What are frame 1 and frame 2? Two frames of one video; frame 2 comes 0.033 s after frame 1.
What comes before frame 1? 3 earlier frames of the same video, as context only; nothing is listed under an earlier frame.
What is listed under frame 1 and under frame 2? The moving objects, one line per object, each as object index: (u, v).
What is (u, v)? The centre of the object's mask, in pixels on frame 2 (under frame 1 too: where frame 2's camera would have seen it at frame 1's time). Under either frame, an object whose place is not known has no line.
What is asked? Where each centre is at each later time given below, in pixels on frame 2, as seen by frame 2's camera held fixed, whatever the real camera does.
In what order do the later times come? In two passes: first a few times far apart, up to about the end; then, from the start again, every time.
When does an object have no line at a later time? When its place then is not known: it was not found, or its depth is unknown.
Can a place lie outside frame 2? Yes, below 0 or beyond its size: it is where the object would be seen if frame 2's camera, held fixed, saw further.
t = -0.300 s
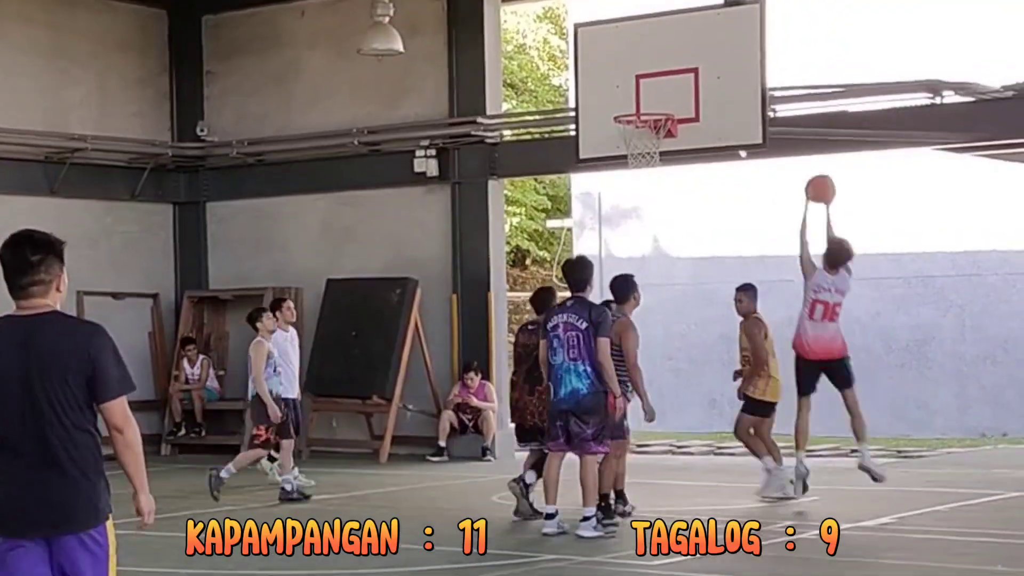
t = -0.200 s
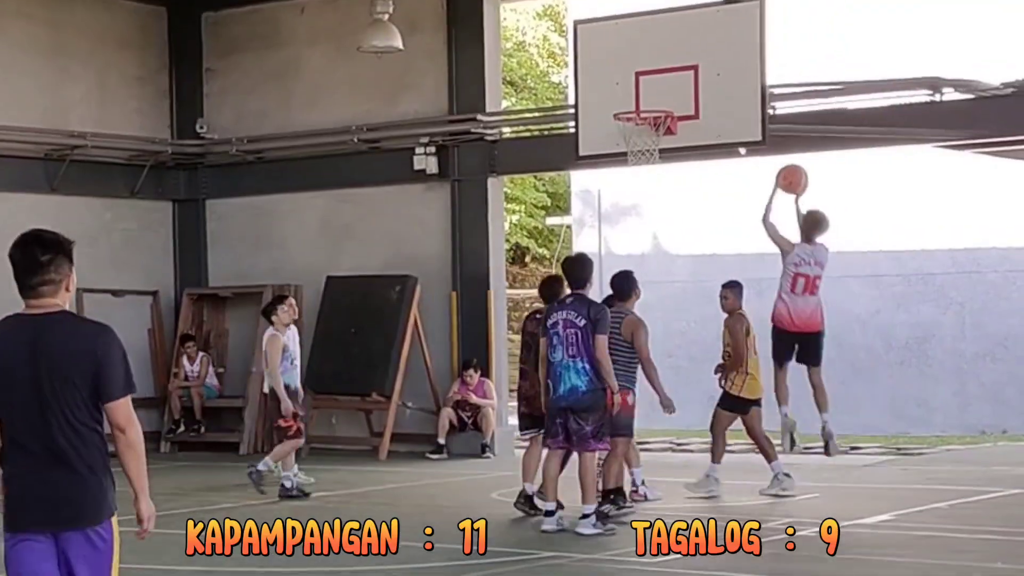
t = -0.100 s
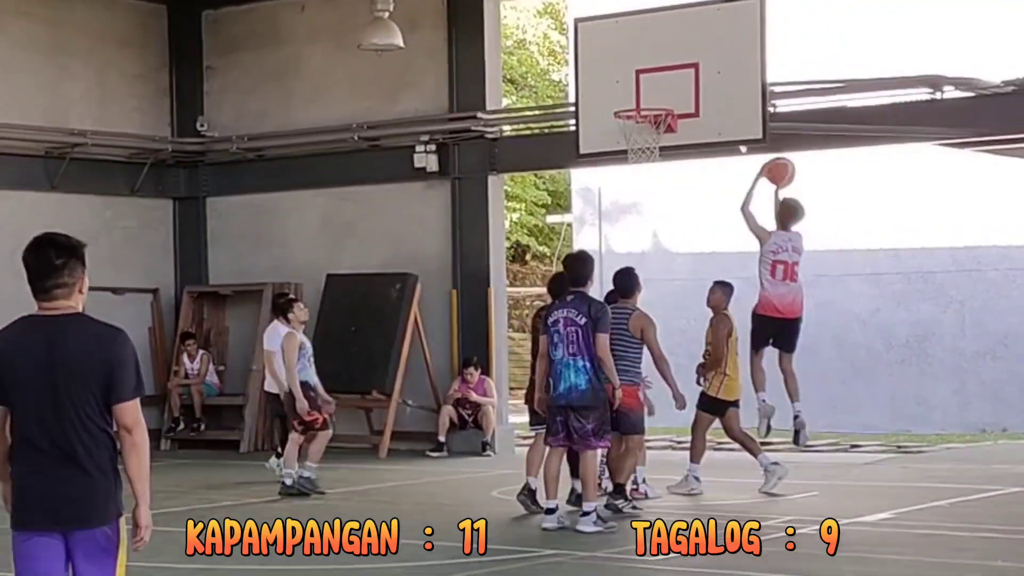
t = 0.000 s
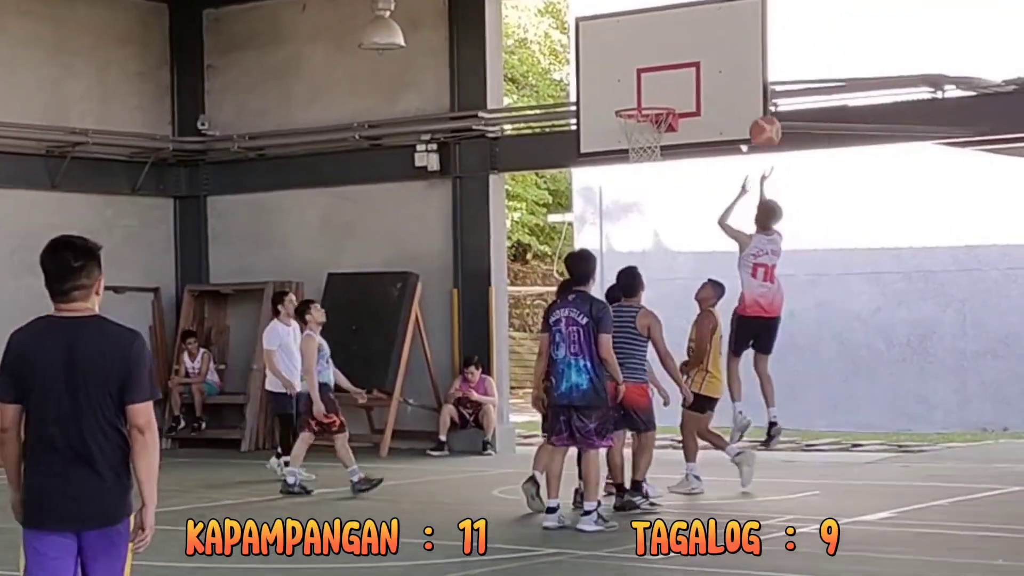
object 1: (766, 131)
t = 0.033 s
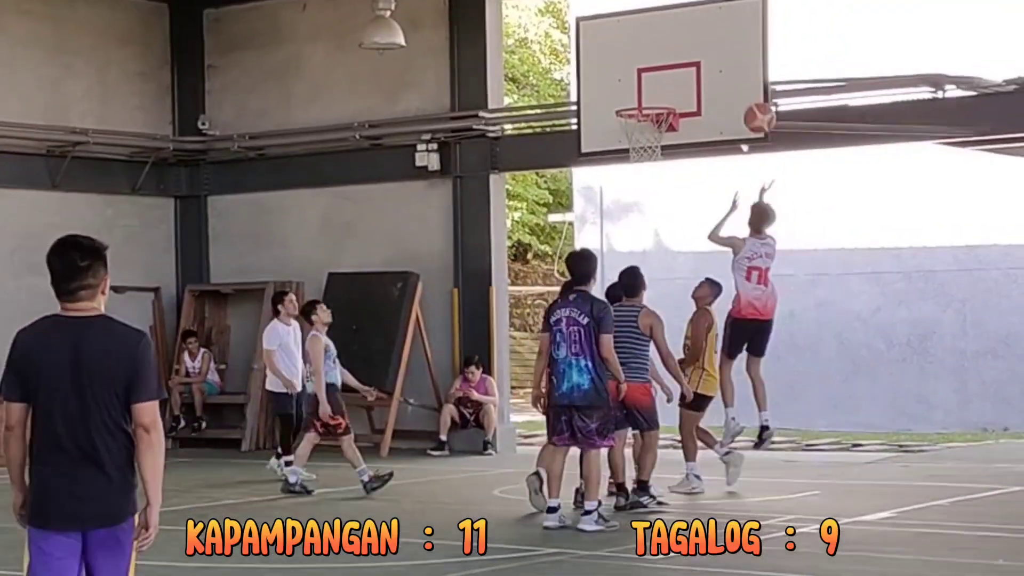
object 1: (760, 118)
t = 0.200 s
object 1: (730, 75)
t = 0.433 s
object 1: (686, 73)
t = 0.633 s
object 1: (636, 123)
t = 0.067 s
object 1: (754, 107)
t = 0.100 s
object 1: (747, 96)
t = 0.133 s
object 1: (741, 88)
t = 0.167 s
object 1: (735, 81)
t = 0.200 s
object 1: (730, 75)
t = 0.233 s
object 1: (724, 71)
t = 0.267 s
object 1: (718, 68)
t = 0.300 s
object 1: (713, 67)
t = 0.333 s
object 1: (707, 67)
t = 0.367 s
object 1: (701, 68)
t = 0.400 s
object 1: (693, 70)
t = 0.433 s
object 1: (686, 73)
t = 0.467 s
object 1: (678, 77)
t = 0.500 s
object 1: (669, 83)
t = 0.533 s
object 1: (662, 90)
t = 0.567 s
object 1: (654, 97)
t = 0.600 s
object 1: (646, 103)
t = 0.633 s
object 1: (636, 123)
